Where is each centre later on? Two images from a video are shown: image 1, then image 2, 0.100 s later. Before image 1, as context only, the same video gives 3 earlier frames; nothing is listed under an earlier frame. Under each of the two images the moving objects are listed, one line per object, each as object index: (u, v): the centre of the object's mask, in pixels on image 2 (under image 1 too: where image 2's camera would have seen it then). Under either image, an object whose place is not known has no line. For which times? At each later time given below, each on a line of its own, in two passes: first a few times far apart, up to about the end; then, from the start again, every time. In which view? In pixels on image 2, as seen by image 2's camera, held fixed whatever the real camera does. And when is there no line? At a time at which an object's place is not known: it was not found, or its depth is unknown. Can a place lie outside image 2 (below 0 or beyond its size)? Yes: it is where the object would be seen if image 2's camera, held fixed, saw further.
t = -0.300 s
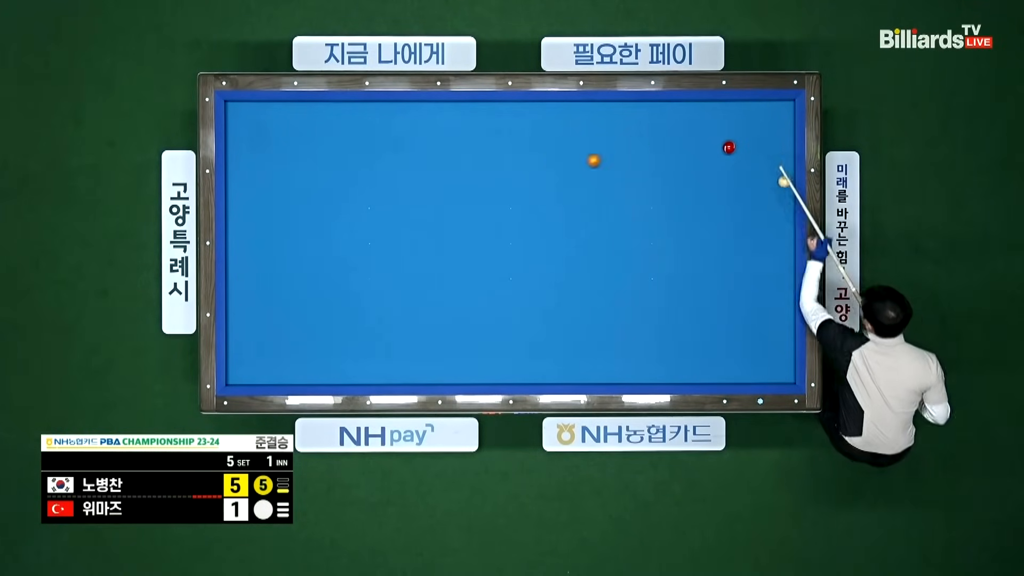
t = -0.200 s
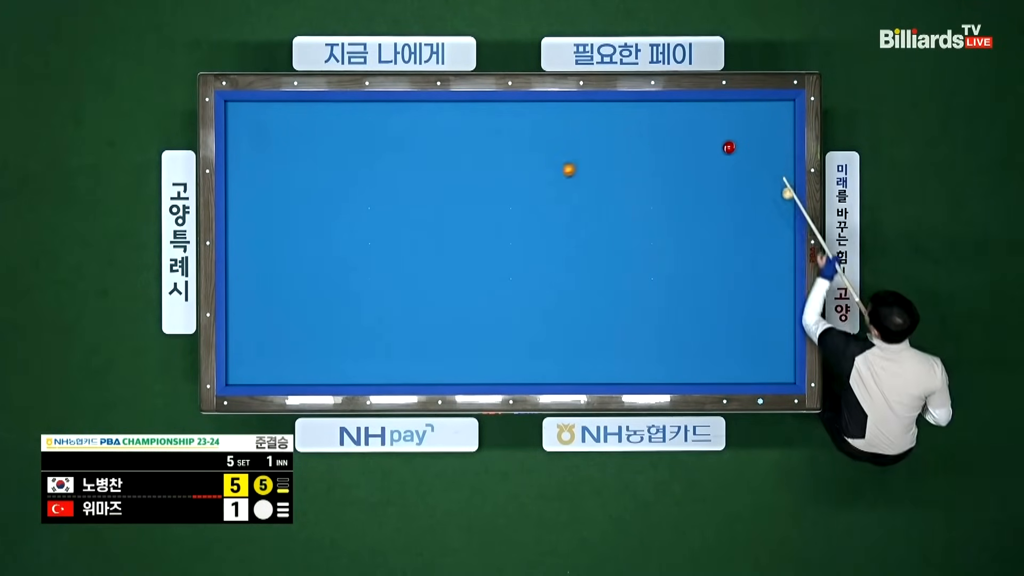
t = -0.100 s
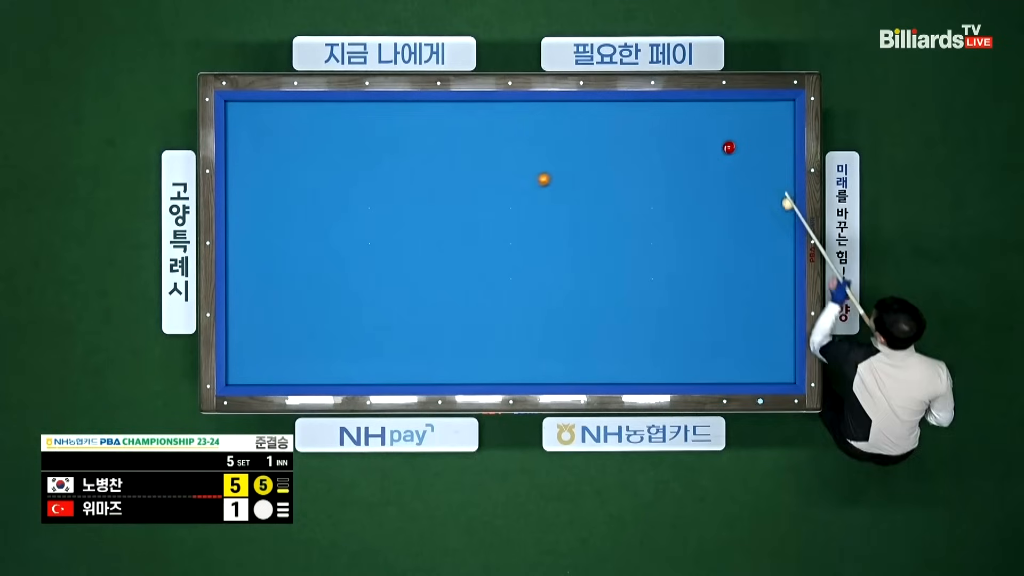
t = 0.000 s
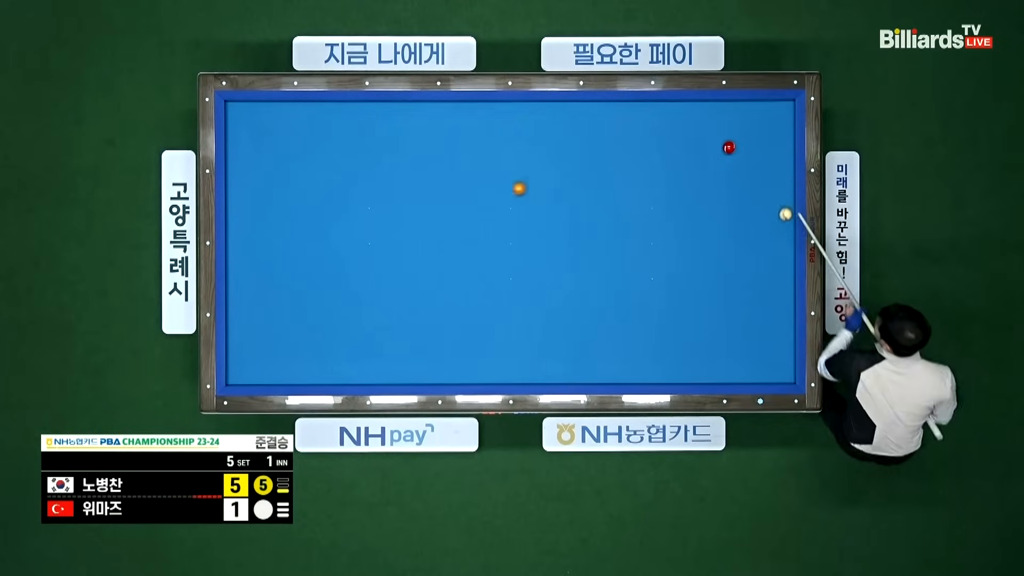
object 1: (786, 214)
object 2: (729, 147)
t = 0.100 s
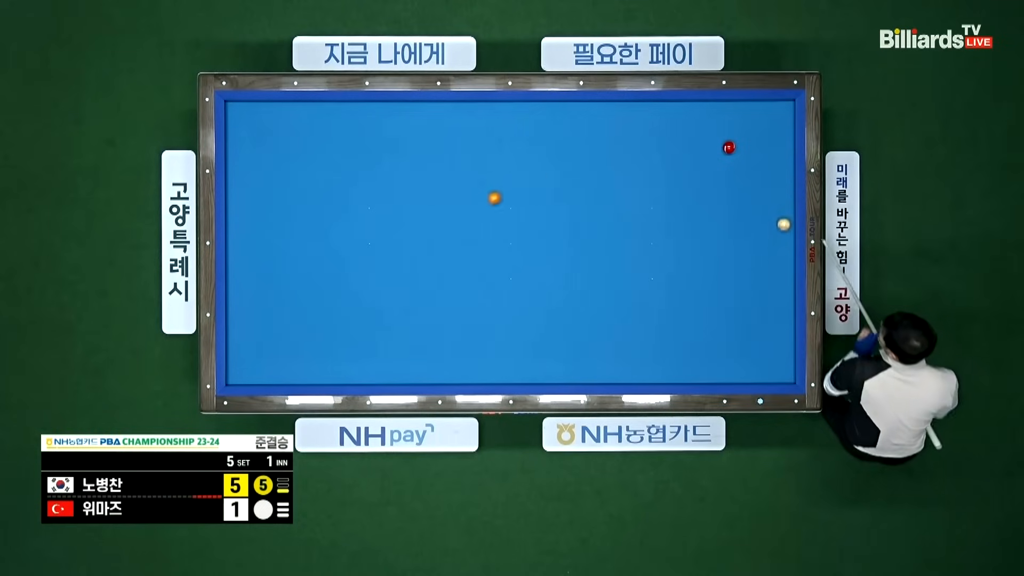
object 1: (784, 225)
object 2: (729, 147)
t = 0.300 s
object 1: (780, 245)
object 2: (729, 147)
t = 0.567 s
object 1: (775, 271)
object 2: (729, 147)
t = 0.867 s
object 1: (770, 298)
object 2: (729, 147)
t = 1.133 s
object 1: (766, 323)
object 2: (729, 147)
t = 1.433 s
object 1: (761, 350)
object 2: (729, 147)
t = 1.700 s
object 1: (757, 374)
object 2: (729, 147)
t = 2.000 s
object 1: (750, 365)
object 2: (729, 147)
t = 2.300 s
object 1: (743, 351)
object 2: (729, 147)
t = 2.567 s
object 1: (736, 338)
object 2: (729, 147)
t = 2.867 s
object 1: (730, 325)
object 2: (729, 147)
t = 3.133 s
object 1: (725, 313)
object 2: (729, 147)
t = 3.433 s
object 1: (719, 301)
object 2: (729, 147)
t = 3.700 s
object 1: (714, 291)
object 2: (729, 147)
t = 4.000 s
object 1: (709, 280)
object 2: (729, 147)
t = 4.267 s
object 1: (705, 271)
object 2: (729, 147)
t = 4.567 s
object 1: (701, 261)
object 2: (729, 147)
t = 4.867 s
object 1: (697, 252)
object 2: (729, 147)
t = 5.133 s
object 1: (694, 245)
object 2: (729, 147)
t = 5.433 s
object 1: (691, 237)
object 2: (729, 147)
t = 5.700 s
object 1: (688, 231)
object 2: (731, 149)
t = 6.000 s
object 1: (685, 224)
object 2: (735, 151)
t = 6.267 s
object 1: (683, 219)
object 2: (737, 153)
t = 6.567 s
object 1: (681, 214)
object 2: (739, 154)
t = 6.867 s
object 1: (680, 209)
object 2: (740, 156)
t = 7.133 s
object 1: (678, 205)
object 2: (741, 157)
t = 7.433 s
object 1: (677, 202)
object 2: (741, 157)
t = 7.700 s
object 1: (676, 200)
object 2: (741, 157)
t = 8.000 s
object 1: (676, 197)
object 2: (741, 157)
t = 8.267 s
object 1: (675, 196)
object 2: (741, 157)
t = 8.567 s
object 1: (675, 195)
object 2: (740, 158)
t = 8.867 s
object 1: (674, 195)
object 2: (738, 158)
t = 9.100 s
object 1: (675, 195)
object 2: (737, 158)
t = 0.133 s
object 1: (783, 228)
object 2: (729, 147)
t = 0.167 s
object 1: (783, 231)
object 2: (729, 147)
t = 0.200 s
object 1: (782, 235)
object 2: (729, 147)
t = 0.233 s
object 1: (781, 238)
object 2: (729, 147)
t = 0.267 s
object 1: (781, 241)
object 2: (729, 147)
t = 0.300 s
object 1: (780, 245)
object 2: (729, 147)
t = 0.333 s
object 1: (779, 248)
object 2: (729, 147)
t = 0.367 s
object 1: (779, 252)
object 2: (729, 147)
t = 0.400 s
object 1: (778, 255)
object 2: (729, 147)
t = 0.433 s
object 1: (778, 258)
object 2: (729, 147)
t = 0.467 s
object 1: (777, 261)
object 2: (729, 147)
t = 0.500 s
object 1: (777, 265)
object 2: (729, 147)
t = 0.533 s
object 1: (776, 268)
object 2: (729, 147)
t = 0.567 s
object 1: (775, 271)
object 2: (729, 147)
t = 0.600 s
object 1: (775, 274)
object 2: (729, 147)
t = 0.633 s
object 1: (774, 278)
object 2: (729, 147)
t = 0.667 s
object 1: (774, 281)
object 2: (729, 147)
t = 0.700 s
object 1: (773, 284)
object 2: (729, 147)
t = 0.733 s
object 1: (772, 287)
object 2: (729, 147)
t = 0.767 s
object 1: (772, 290)
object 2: (729, 147)
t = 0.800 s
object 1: (772, 292)
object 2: (729, 147)
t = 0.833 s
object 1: (771, 295)
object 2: (729, 147)
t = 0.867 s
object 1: (770, 298)
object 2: (729, 147)
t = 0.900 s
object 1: (770, 301)
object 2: (729, 147)
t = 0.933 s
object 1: (769, 304)
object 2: (729, 147)
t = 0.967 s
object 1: (769, 308)
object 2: (729, 147)
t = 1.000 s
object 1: (768, 311)
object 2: (729, 147)
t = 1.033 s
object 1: (768, 314)
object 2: (729, 147)
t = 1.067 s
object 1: (767, 317)
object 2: (729, 147)
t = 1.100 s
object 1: (767, 320)
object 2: (729, 147)
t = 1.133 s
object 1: (766, 323)
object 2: (729, 147)
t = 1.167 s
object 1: (766, 326)
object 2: (729, 147)
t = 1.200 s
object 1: (765, 329)
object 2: (729, 147)
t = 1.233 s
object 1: (764, 332)
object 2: (729, 147)
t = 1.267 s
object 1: (764, 335)
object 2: (729, 147)
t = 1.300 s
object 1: (763, 338)
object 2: (729, 147)
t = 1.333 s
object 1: (763, 342)
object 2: (729, 147)
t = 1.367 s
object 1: (762, 344)
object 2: (729, 147)
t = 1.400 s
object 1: (762, 347)
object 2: (729, 147)
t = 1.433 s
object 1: (761, 350)
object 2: (729, 147)
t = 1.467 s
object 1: (761, 353)
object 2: (729, 147)
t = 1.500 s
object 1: (760, 356)
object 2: (729, 147)
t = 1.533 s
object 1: (759, 359)
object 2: (729, 147)
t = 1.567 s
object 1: (759, 362)
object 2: (729, 147)
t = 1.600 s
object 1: (758, 365)
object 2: (729, 147)
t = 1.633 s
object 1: (758, 368)
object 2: (729, 147)
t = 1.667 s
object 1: (757, 371)
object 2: (729, 147)
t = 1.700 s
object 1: (757, 374)
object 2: (729, 147)
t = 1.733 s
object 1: (756, 377)
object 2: (729, 147)
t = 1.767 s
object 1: (756, 378)
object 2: (729, 147)
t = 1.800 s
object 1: (755, 376)
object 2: (729, 147)
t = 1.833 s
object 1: (754, 374)
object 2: (729, 147)
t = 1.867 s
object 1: (753, 372)
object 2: (729, 147)
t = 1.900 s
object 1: (752, 371)
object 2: (729, 147)
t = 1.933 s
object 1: (751, 369)
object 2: (729, 147)
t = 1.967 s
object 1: (750, 367)
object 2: (729, 147)
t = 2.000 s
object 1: (750, 365)
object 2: (729, 147)
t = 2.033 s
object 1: (749, 364)
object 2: (729, 147)
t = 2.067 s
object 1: (748, 362)
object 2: (729, 147)
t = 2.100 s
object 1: (747, 360)
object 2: (729, 147)
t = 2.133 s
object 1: (746, 359)
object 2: (729, 147)
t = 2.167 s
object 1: (746, 357)
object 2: (729, 147)
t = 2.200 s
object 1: (745, 356)
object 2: (729, 147)
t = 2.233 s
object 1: (744, 354)
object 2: (729, 147)
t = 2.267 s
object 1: (743, 352)
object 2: (729, 147)
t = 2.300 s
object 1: (743, 351)
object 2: (729, 147)
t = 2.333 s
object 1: (742, 349)
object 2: (729, 147)
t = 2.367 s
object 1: (741, 347)
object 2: (729, 147)
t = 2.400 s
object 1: (740, 346)
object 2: (729, 147)
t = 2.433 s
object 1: (739, 344)
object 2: (729, 147)
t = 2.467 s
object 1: (739, 343)
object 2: (729, 147)
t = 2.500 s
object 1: (738, 341)
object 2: (729, 147)
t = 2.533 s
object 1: (737, 340)
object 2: (729, 147)
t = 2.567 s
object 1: (736, 338)
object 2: (729, 147)
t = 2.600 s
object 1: (736, 337)
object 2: (729, 147)
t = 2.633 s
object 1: (735, 335)
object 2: (729, 147)
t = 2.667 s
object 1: (734, 334)
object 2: (729, 147)
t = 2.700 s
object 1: (734, 332)
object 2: (729, 147)
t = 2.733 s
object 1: (733, 331)
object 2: (729, 147)
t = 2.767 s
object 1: (732, 329)
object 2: (729, 147)
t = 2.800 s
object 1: (731, 328)
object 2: (729, 147)
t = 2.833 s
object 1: (731, 326)
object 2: (729, 147)
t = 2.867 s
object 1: (730, 325)
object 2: (729, 147)
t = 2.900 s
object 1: (729, 323)
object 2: (729, 147)
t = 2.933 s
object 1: (729, 322)
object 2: (729, 147)
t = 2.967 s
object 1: (728, 320)
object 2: (729, 147)
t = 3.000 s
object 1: (727, 319)
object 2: (729, 147)
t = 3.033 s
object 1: (727, 318)
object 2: (729, 147)
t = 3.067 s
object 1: (726, 316)
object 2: (729, 147)
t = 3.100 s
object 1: (725, 315)
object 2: (729, 147)
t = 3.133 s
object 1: (725, 313)
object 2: (729, 147)
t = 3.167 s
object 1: (724, 312)
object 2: (729, 147)
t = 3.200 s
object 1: (723, 311)
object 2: (729, 147)
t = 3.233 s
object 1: (723, 309)
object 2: (729, 147)
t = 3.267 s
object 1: (722, 308)
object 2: (729, 147)
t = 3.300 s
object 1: (722, 307)
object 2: (729, 147)
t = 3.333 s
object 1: (721, 305)
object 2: (729, 147)
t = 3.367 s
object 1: (720, 304)
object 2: (729, 147)
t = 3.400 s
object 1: (720, 303)
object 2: (729, 147)
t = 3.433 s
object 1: (719, 301)
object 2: (729, 147)
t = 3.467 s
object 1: (718, 300)
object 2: (729, 147)
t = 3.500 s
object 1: (718, 299)
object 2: (729, 147)
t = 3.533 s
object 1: (717, 298)
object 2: (729, 147)
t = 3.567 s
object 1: (717, 296)
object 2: (729, 147)
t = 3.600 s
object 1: (716, 295)
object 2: (729, 147)
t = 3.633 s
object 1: (715, 294)
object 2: (729, 147)
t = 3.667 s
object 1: (715, 292)
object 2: (729, 147)
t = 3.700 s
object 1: (714, 291)
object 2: (729, 147)
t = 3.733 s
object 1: (714, 290)
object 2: (729, 147)
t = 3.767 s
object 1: (713, 288)
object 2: (729, 147)
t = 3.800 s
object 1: (712, 287)
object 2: (729, 147)
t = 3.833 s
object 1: (712, 286)
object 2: (729, 147)
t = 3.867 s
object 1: (711, 285)
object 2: (729, 147)
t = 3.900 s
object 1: (711, 284)
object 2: (729, 147)
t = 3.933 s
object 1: (710, 283)
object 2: (729, 147)
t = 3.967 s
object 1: (710, 281)
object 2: (729, 147)
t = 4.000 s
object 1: (709, 280)
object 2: (729, 147)
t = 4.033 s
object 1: (709, 279)
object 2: (729, 147)
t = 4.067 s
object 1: (708, 278)
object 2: (729, 147)
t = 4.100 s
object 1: (708, 277)
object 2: (729, 147)
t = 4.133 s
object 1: (707, 275)
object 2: (729, 147)
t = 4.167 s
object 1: (707, 274)
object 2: (729, 147)
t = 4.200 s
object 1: (706, 273)
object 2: (729, 147)
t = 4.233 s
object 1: (706, 272)
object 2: (729, 147)
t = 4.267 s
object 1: (705, 271)
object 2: (729, 147)
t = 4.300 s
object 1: (705, 270)
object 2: (729, 147)
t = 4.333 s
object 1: (704, 269)
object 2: (729, 147)
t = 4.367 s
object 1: (704, 268)
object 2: (729, 147)
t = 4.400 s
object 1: (703, 267)
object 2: (729, 147)
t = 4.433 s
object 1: (703, 266)
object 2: (729, 147)
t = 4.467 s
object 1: (703, 265)
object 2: (729, 147)
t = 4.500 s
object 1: (702, 263)
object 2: (729, 147)
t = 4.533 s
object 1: (702, 262)
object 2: (729, 147)
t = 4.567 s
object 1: (701, 261)
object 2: (729, 147)
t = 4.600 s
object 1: (701, 260)
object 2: (729, 147)
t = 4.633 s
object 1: (700, 259)
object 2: (729, 147)
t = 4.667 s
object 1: (700, 258)
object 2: (729, 147)
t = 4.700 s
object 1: (699, 257)
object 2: (729, 147)
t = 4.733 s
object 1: (699, 256)
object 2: (729, 147)
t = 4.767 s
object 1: (699, 255)
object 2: (729, 147)
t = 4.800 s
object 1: (698, 254)
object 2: (729, 147)
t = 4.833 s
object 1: (698, 253)
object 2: (729, 147)
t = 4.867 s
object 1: (697, 252)
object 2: (729, 147)
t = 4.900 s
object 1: (697, 251)
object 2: (729, 147)
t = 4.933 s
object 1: (696, 250)
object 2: (729, 147)
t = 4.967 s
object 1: (696, 249)
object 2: (729, 147)
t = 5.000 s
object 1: (696, 248)
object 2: (729, 147)
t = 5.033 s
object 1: (695, 248)
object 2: (729, 147)
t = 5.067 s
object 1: (695, 247)
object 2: (729, 147)
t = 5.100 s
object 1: (694, 246)
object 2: (729, 147)
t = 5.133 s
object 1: (694, 245)
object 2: (729, 147)
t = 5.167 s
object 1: (694, 244)
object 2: (729, 147)
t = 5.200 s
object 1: (693, 243)
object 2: (729, 147)
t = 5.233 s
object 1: (693, 242)
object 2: (729, 147)
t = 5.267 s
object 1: (693, 241)
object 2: (729, 147)
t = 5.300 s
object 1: (692, 240)
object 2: (729, 147)
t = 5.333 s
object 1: (692, 239)
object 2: (729, 147)
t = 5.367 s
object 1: (691, 239)
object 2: (729, 147)
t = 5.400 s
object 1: (691, 238)
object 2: (729, 147)
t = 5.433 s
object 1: (691, 237)
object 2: (729, 147)
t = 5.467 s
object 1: (691, 236)
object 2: (729, 147)
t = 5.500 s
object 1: (690, 235)
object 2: (729, 147)
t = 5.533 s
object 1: (690, 235)
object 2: (729, 147)
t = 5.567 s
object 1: (689, 234)
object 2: (730, 147)
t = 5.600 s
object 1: (689, 233)
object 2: (730, 148)
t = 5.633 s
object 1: (689, 232)
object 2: (730, 148)
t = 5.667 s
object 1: (689, 231)
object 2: (731, 149)
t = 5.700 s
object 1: (688, 231)
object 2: (731, 149)
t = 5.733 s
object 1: (688, 230)
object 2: (732, 149)
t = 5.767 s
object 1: (688, 229)
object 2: (732, 149)
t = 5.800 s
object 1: (687, 228)
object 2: (732, 149)
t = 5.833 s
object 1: (687, 228)
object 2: (733, 150)
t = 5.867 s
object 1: (687, 227)
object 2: (733, 150)
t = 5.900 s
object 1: (686, 226)
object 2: (734, 150)
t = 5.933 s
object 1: (686, 226)
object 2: (734, 151)
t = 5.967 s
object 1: (686, 225)
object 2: (734, 151)
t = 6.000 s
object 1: (685, 224)
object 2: (735, 151)
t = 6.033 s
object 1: (685, 223)
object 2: (735, 151)
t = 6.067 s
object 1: (685, 223)
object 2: (735, 152)
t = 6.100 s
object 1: (685, 222)
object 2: (736, 152)
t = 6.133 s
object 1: (684, 222)
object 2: (736, 152)
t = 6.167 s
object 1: (684, 221)
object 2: (736, 152)
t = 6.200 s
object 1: (684, 220)
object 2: (737, 152)
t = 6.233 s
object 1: (684, 220)
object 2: (737, 152)
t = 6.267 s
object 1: (683, 219)
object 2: (737, 153)
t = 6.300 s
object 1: (683, 218)
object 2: (737, 153)
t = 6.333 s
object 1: (683, 218)
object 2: (738, 153)
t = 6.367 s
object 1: (683, 217)
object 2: (738, 153)
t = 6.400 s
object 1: (682, 217)
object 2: (738, 154)
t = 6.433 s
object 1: (682, 216)
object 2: (738, 154)
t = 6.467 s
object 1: (682, 215)
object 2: (739, 154)
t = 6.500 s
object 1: (682, 215)
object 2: (739, 154)
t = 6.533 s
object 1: (681, 214)
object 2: (739, 154)
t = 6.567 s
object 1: (681, 214)
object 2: (739, 154)
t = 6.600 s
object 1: (681, 213)
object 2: (739, 155)
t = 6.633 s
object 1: (681, 213)
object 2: (739, 155)
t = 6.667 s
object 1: (681, 212)
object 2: (740, 155)
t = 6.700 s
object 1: (680, 212)
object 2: (740, 155)
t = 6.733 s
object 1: (680, 211)
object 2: (740, 155)
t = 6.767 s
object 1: (680, 211)
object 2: (740, 155)
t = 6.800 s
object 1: (680, 210)
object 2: (740, 155)
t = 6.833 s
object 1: (680, 210)
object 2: (740, 155)
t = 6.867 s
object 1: (680, 209)
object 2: (740, 156)
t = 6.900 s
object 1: (679, 209)
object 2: (740, 156)
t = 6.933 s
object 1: (679, 208)
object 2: (741, 156)
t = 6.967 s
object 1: (679, 208)
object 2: (741, 156)
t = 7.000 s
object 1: (679, 207)
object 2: (741, 156)
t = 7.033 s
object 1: (679, 207)
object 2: (741, 156)
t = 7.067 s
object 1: (678, 206)
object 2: (741, 156)
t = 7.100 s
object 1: (678, 206)
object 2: (741, 157)
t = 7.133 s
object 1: (678, 205)
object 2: (741, 157)
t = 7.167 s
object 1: (678, 205)
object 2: (741, 157)
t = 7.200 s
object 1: (678, 205)
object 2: (741, 157)
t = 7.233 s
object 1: (678, 204)
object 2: (741, 157)
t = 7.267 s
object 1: (677, 204)
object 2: (741, 157)
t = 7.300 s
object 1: (677, 204)
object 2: (741, 157)
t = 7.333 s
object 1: (677, 203)
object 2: (741, 157)
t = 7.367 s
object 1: (677, 203)
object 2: (741, 157)
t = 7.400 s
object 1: (677, 202)
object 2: (741, 157)
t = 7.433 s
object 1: (677, 202)
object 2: (741, 157)
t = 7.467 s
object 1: (677, 202)
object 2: (741, 157)
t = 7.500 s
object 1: (677, 201)
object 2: (741, 157)
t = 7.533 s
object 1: (677, 201)
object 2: (741, 157)
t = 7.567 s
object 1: (677, 201)
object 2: (741, 157)
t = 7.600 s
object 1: (676, 200)
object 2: (741, 157)
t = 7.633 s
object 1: (676, 200)
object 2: (741, 157)
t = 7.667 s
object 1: (676, 200)
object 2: (741, 157)
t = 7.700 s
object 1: (676, 200)
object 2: (741, 157)
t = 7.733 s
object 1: (676, 199)
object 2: (741, 157)
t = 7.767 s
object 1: (676, 199)
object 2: (741, 157)
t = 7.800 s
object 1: (676, 199)
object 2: (741, 157)
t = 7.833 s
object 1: (676, 198)
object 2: (741, 157)
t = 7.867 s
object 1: (676, 198)
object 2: (741, 157)
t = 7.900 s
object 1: (676, 198)
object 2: (741, 157)
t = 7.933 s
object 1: (676, 198)
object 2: (741, 157)
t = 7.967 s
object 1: (676, 197)
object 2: (741, 157)
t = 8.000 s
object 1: (676, 197)
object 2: (741, 157)
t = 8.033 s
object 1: (676, 197)
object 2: (741, 157)
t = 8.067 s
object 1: (676, 197)
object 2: (741, 157)
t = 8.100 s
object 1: (676, 197)
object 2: (741, 157)
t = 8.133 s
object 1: (676, 196)
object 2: (741, 157)
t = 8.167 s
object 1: (675, 196)
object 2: (741, 157)
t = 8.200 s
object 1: (675, 196)
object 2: (741, 157)
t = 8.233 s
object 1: (675, 196)
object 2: (741, 157)
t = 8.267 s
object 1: (675, 196)
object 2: (741, 157)
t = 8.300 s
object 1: (675, 196)
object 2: (741, 157)
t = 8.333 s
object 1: (675, 196)
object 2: (741, 157)
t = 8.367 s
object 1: (675, 196)
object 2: (741, 157)
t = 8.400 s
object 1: (675, 196)
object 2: (741, 157)
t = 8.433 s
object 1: (675, 195)
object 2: (741, 157)
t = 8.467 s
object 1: (675, 195)
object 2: (740, 157)
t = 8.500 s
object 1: (675, 195)
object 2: (740, 157)
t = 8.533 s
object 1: (675, 195)
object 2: (740, 157)
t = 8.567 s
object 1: (675, 195)
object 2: (740, 158)
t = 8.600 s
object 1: (675, 195)
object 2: (740, 158)
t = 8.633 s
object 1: (675, 195)
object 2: (739, 157)
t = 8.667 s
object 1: (675, 195)
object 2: (739, 157)
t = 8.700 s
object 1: (675, 195)
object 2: (739, 158)
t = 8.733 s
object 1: (675, 195)
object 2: (739, 158)
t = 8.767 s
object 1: (675, 195)
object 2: (739, 158)
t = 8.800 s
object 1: (675, 195)
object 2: (739, 158)
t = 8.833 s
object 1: (674, 195)
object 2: (738, 158)
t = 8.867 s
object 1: (674, 195)
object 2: (738, 158)
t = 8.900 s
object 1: (674, 195)
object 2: (738, 158)
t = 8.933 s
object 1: (674, 195)
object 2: (738, 158)
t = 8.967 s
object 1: (674, 195)
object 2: (738, 158)
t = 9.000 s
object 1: (674, 195)
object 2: (738, 158)
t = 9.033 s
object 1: (674, 195)
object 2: (738, 158)
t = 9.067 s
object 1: (675, 195)
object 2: (738, 158)
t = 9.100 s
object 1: (675, 195)
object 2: (737, 158)
